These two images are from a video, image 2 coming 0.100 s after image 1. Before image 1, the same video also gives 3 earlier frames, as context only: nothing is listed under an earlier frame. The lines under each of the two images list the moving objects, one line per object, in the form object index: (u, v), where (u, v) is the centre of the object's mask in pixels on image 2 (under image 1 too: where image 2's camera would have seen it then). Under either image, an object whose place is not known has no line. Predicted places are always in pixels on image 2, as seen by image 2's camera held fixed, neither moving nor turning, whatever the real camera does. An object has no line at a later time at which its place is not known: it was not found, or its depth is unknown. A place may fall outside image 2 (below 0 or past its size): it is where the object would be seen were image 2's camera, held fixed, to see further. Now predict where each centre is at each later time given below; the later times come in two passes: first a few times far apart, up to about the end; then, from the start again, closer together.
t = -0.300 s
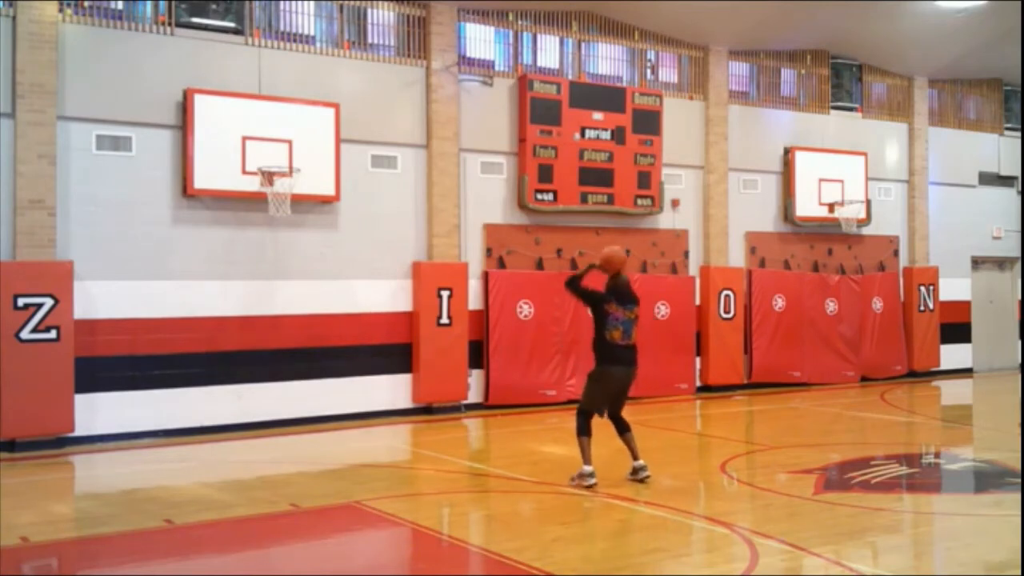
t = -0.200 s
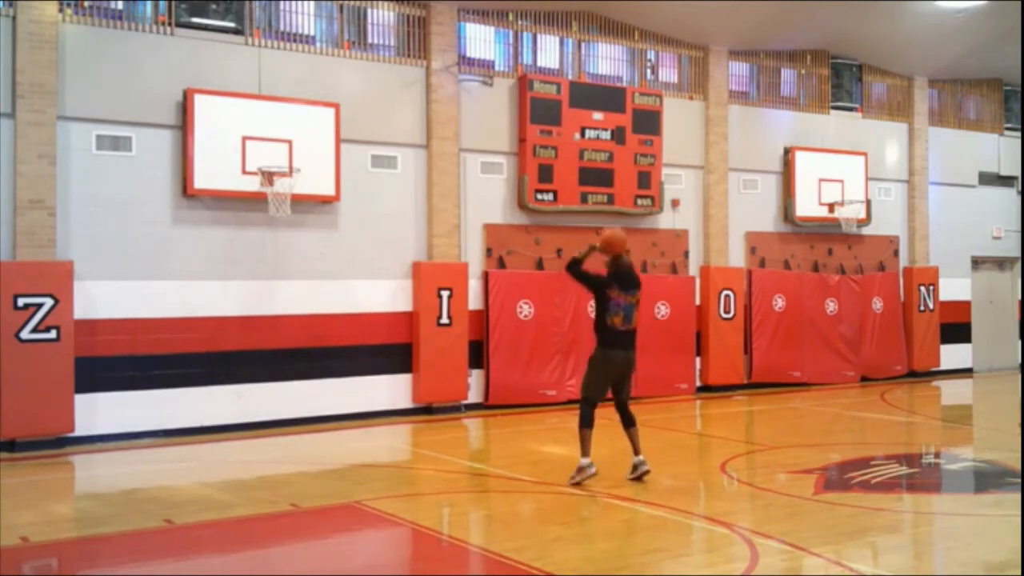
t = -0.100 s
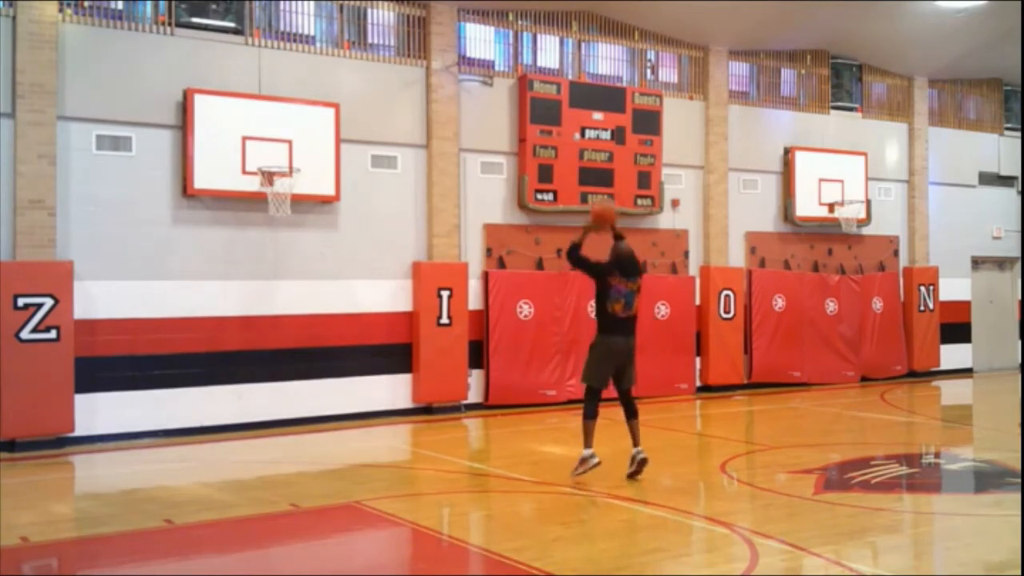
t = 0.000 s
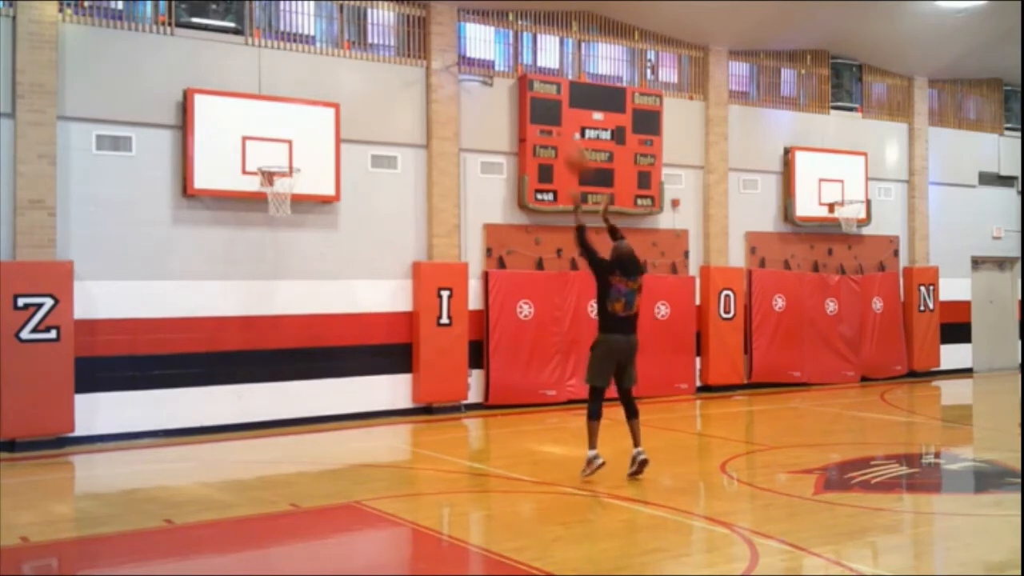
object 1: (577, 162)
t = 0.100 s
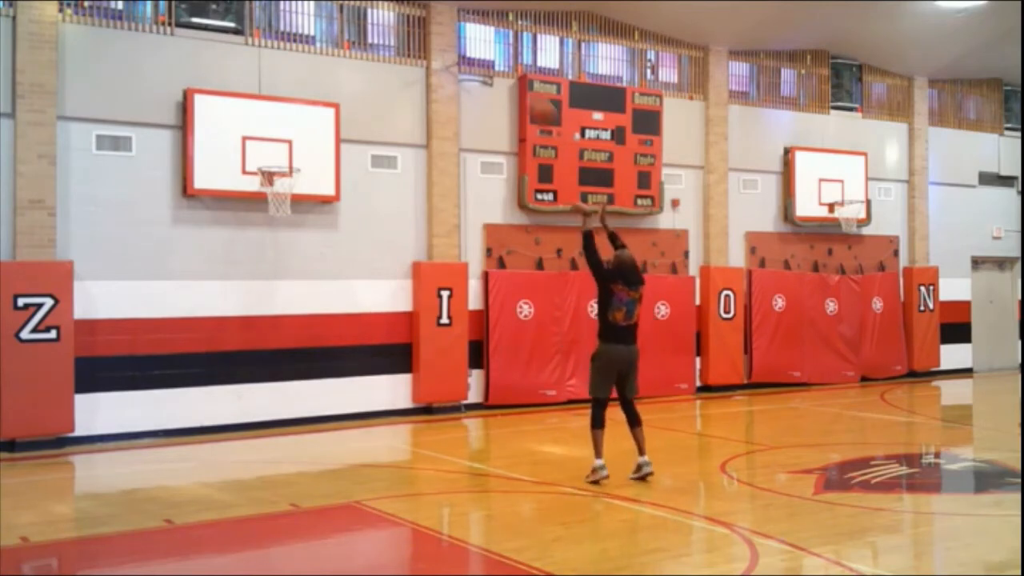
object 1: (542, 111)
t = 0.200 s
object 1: (507, 76)
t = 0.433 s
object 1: (434, 32)
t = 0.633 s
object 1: (381, 39)
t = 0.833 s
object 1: (332, 81)
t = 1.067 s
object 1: (280, 167)
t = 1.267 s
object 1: (262, 202)
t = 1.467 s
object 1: (252, 255)
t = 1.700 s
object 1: (240, 357)
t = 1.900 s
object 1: (237, 387)
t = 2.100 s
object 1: (246, 324)
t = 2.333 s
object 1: (256, 289)
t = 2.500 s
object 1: (264, 292)
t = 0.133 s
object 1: (528, 97)
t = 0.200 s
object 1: (507, 76)
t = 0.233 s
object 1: (496, 67)
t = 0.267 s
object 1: (486, 59)
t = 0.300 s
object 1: (474, 52)
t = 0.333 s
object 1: (462, 43)
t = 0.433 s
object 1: (434, 32)
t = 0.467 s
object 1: (425, 30)
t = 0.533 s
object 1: (407, 31)
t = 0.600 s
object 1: (390, 35)
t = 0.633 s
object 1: (381, 39)
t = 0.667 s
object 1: (371, 44)
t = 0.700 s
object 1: (364, 49)
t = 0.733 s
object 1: (356, 55)
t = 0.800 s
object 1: (339, 72)
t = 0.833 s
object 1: (332, 81)
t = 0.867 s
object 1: (324, 90)
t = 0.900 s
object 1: (317, 99)
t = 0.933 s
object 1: (309, 114)
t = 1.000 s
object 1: (294, 139)
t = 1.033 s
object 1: (287, 152)
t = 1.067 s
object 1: (280, 167)
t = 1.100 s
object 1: (274, 179)
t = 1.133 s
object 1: (274, 192)
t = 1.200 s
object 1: (264, 196)
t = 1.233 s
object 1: (264, 199)
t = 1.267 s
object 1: (262, 202)
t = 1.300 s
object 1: (260, 210)
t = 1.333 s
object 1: (259, 216)
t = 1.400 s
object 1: (255, 234)
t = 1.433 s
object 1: (254, 244)
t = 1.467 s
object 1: (252, 255)
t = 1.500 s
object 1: (250, 266)
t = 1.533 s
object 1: (249, 278)
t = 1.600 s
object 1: (245, 306)
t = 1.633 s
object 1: (244, 322)
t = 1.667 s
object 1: (243, 335)
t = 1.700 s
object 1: (240, 357)
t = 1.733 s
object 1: (238, 372)
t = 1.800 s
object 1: (233, 418)
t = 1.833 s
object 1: (233, 420)
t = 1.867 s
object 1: (234, 404)
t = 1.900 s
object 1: (237, 387)
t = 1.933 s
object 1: (238, 375)
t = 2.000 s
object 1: (241, 353)
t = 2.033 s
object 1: (244, 342)
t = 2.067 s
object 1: (245, 331)
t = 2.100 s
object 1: (246, 324)
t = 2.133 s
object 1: (247, 315)
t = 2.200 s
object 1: (250, 303)
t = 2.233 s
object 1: (252, 299)
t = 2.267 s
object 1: (254, 294)
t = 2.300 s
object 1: (255, 292)
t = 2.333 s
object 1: (256, 289)
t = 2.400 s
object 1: (260, 287)
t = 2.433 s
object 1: (261, 288)
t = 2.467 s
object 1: (263, 289)
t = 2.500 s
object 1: (264, 292)
